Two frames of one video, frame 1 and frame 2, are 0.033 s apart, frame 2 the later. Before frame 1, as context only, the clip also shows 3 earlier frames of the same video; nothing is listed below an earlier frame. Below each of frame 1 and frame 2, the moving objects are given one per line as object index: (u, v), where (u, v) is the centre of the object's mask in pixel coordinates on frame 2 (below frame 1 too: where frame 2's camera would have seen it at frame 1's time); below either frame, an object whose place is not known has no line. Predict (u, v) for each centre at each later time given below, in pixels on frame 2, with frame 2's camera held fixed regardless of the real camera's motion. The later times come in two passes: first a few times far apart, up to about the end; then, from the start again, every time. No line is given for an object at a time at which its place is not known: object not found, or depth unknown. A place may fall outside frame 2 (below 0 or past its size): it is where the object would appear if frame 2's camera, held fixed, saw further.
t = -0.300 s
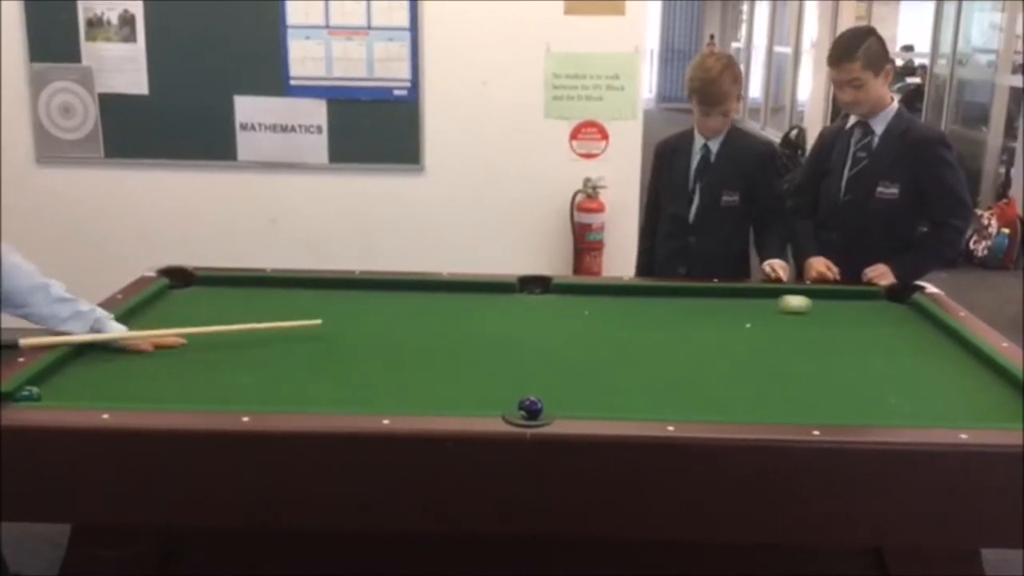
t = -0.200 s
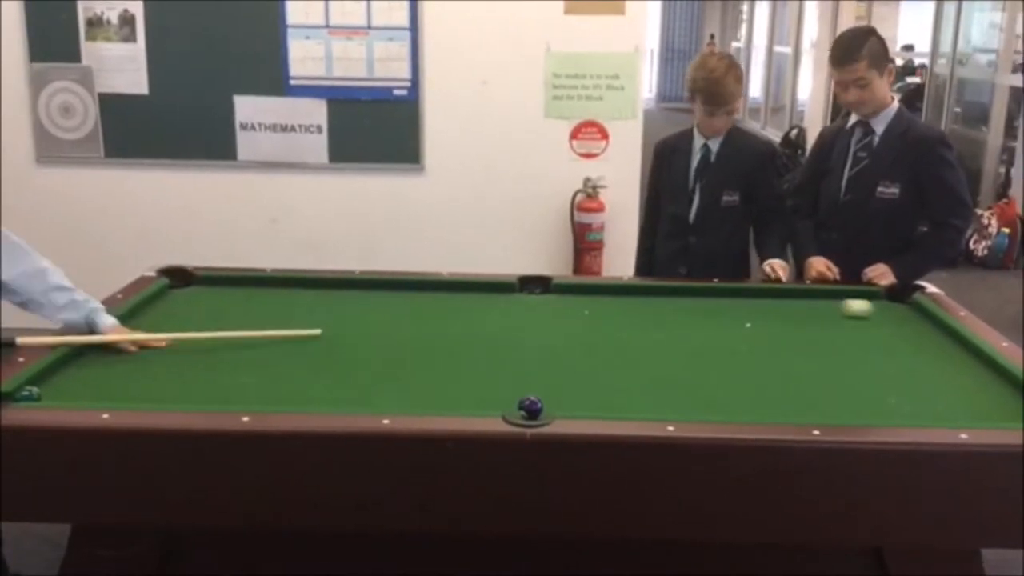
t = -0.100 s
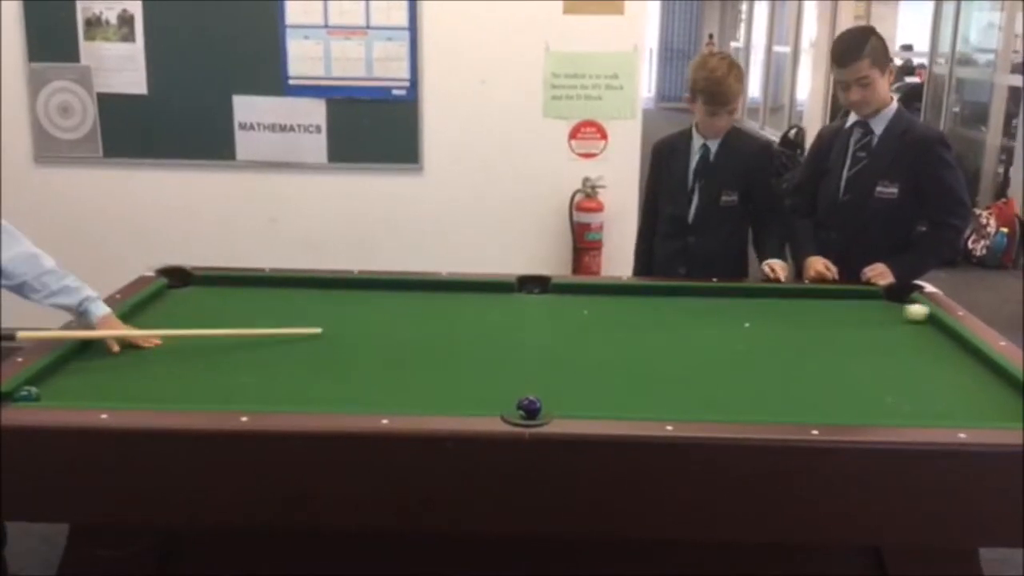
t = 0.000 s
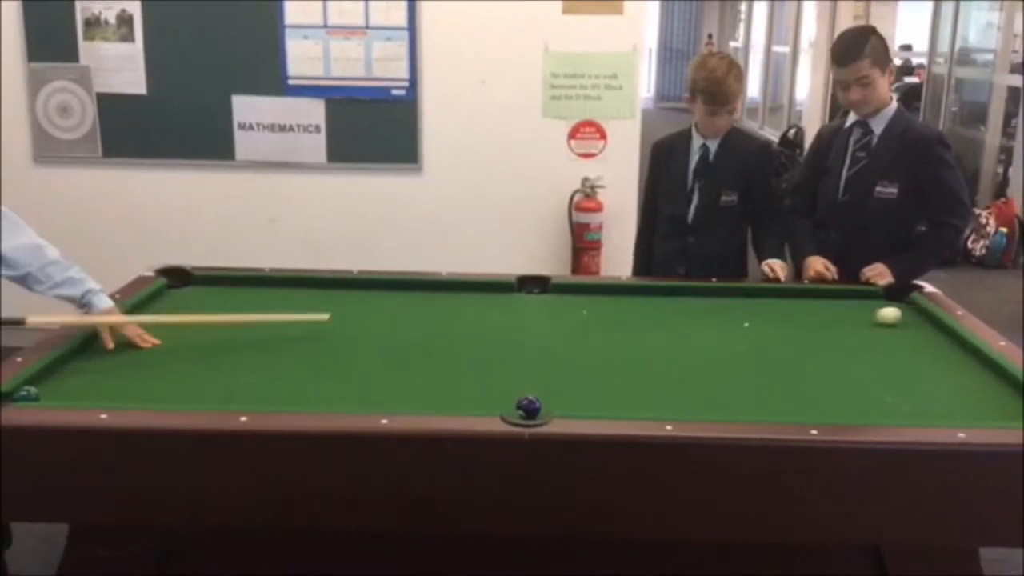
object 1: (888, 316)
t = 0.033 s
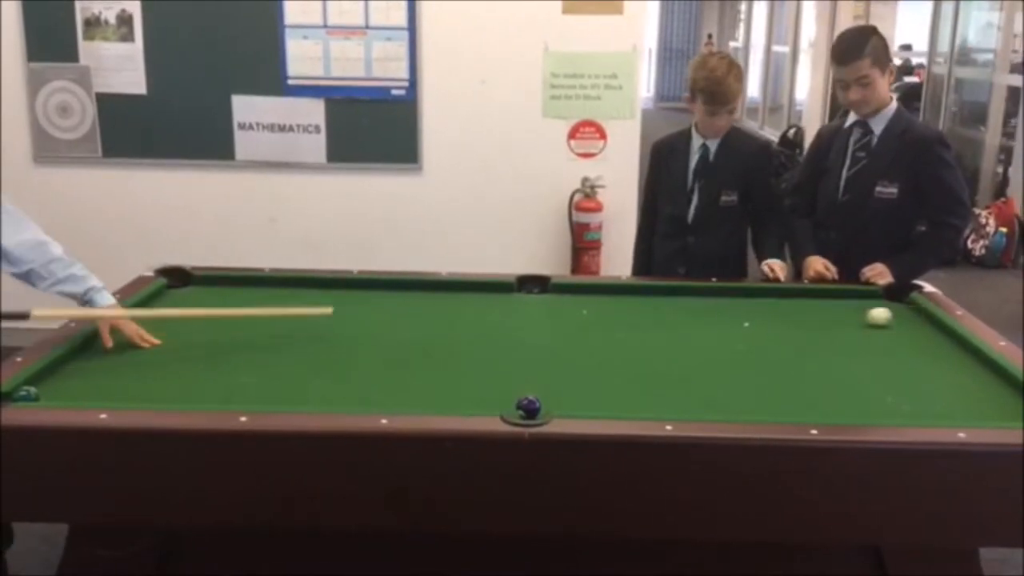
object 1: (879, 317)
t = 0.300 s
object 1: (816, 326)
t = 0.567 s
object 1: (752, 335)
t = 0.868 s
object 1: (678, 346)
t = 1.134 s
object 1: (611, 354)
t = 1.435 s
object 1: (536, 364)
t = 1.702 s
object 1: (467, 373)
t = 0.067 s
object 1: (870, 318)
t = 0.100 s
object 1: (862, 320)
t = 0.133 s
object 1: (855, 320)
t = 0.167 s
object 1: (848, 322)
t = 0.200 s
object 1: (839, 323)
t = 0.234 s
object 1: (831, 324)
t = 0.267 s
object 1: (823, 325)
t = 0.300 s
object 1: (816, 326)
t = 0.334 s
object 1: (808, 327)
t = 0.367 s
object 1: (800, 329)
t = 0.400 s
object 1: (792, 330)
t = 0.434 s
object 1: (784, 331)
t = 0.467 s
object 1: (776, 332)
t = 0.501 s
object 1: (768, 333)
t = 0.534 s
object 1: (760, 335)
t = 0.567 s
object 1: (752, 335)
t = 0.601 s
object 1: (743, 336)
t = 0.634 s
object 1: (736, 337)
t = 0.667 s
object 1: (727, 339)
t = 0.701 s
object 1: (719, 340)
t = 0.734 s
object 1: (711, 341)
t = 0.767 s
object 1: (702, 343)
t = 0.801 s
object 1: (695, 343)
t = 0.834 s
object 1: (686, 344)
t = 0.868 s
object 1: (678, 346)
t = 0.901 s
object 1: (670, 347)
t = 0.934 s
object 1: (661, 348)
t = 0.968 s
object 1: (653, 349)
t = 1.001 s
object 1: (645, 350)
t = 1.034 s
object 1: (637, 351)
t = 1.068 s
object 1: (628, 352)
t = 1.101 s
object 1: (620, 353)
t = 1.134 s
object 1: (611, 354)
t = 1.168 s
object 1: (603, 356)
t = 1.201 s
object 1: (594, 357)
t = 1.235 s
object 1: (586, 358)
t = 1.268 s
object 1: (578, 359)
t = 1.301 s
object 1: (570, 360)
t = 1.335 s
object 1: (561, 361)
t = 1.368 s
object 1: (552, 362)
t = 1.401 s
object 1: (544, 363)
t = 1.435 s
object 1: (536, 364)
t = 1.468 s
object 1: (527, 365)
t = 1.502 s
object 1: (518, 366)
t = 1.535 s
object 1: (510, 367)
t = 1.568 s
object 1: (501, 368)
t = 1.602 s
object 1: (493, 369)
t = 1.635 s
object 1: (485, 370)
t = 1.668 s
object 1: (476, 372)
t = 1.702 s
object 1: (467, 373)
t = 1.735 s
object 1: (459, 374)
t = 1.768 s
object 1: (451, 375)
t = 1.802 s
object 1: (442, 376)
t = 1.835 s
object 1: (434, 377)
